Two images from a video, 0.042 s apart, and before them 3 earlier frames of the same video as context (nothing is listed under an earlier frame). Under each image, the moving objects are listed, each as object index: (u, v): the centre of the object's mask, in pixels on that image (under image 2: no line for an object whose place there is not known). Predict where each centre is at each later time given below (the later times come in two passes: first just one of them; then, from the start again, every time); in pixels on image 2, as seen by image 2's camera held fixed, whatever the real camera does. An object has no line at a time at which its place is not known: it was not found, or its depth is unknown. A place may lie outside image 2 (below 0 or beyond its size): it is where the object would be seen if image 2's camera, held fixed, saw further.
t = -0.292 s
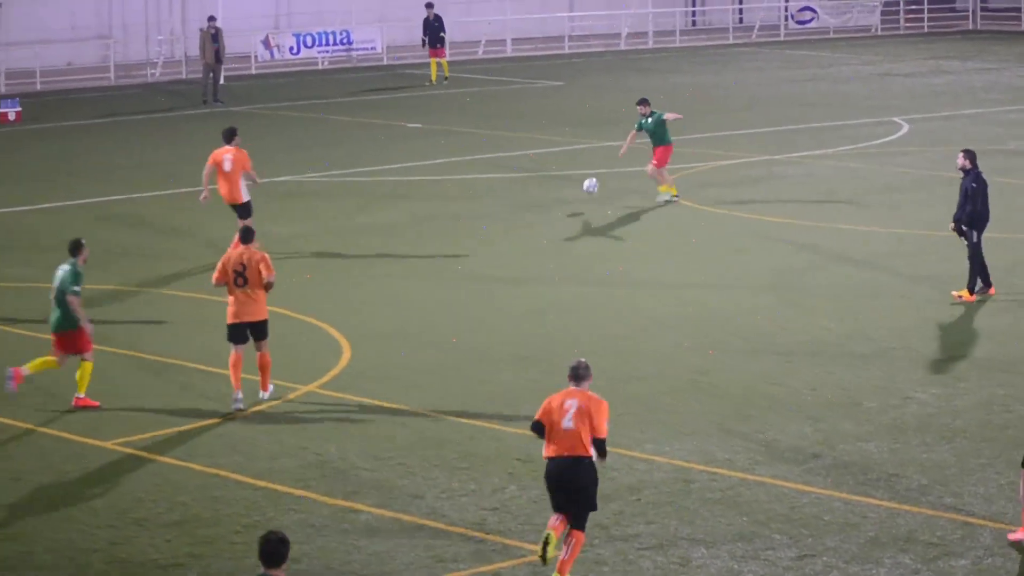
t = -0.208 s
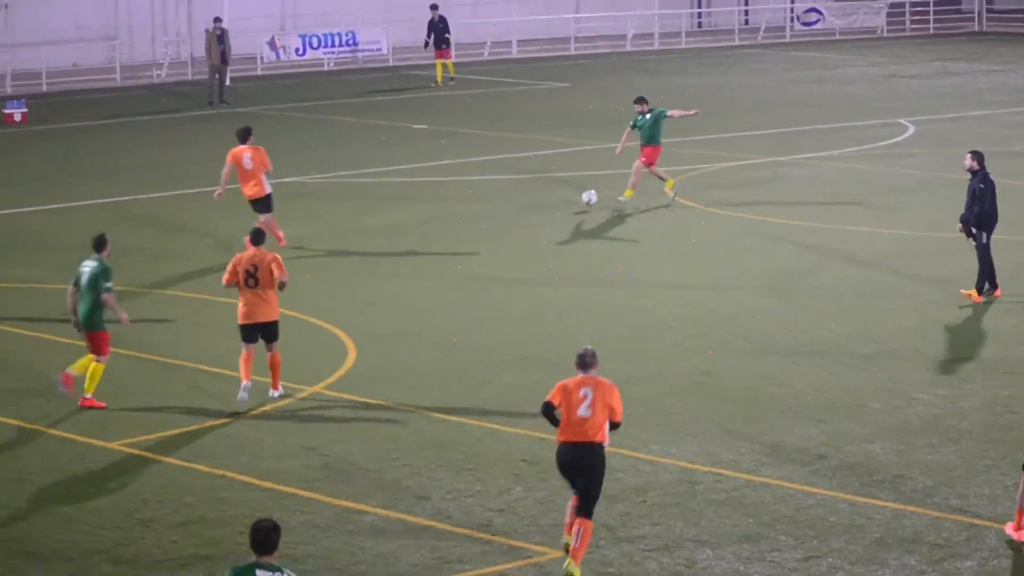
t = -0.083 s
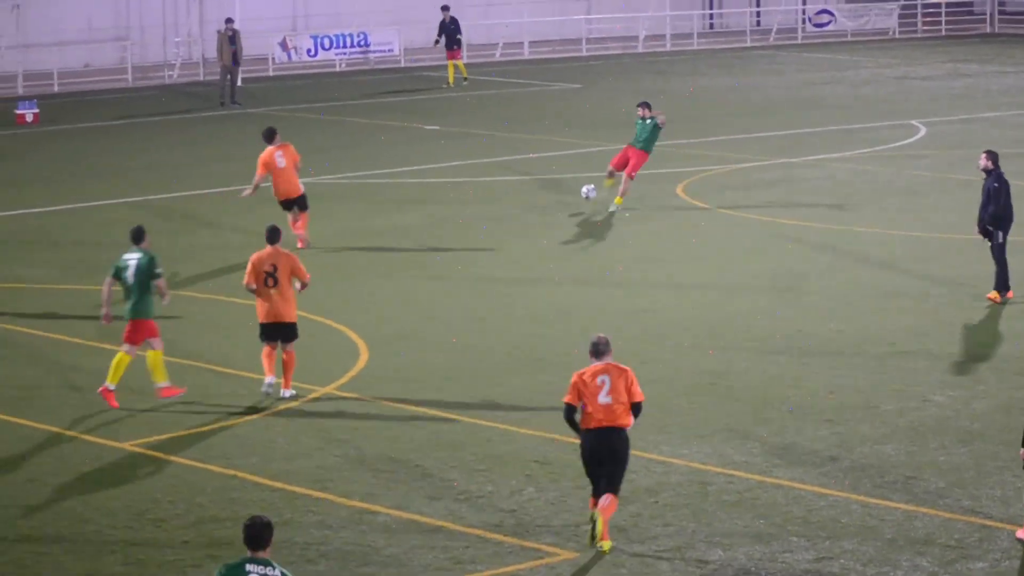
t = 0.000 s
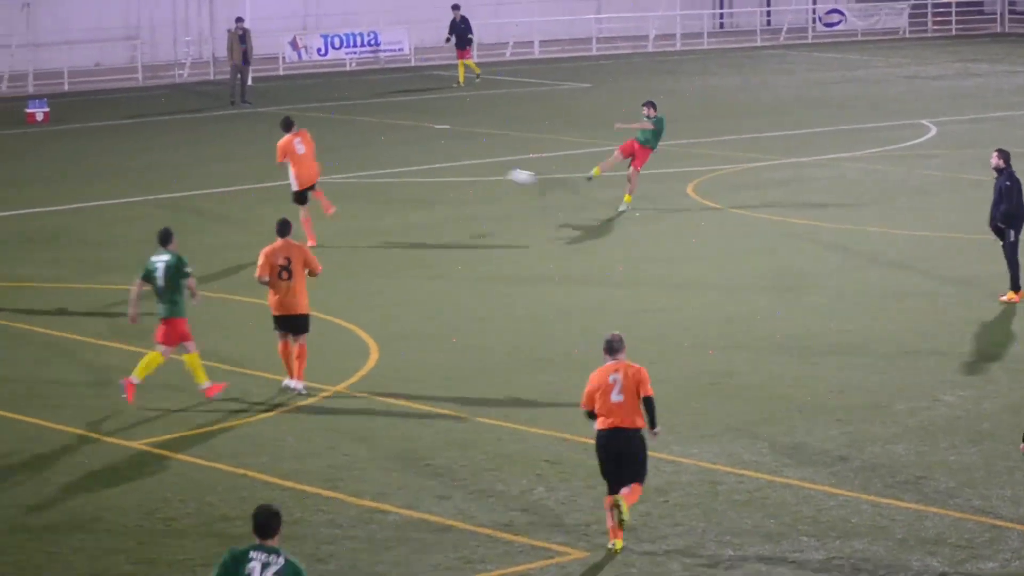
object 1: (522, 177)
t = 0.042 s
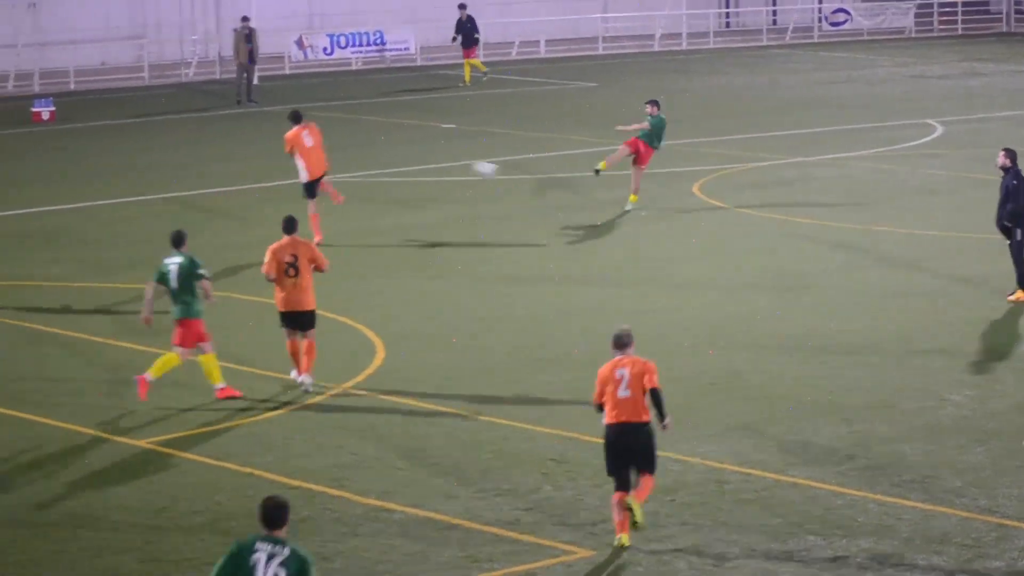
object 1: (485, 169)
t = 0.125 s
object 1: (380, 156)
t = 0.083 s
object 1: (422, 161)
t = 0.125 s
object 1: (380, 156)
